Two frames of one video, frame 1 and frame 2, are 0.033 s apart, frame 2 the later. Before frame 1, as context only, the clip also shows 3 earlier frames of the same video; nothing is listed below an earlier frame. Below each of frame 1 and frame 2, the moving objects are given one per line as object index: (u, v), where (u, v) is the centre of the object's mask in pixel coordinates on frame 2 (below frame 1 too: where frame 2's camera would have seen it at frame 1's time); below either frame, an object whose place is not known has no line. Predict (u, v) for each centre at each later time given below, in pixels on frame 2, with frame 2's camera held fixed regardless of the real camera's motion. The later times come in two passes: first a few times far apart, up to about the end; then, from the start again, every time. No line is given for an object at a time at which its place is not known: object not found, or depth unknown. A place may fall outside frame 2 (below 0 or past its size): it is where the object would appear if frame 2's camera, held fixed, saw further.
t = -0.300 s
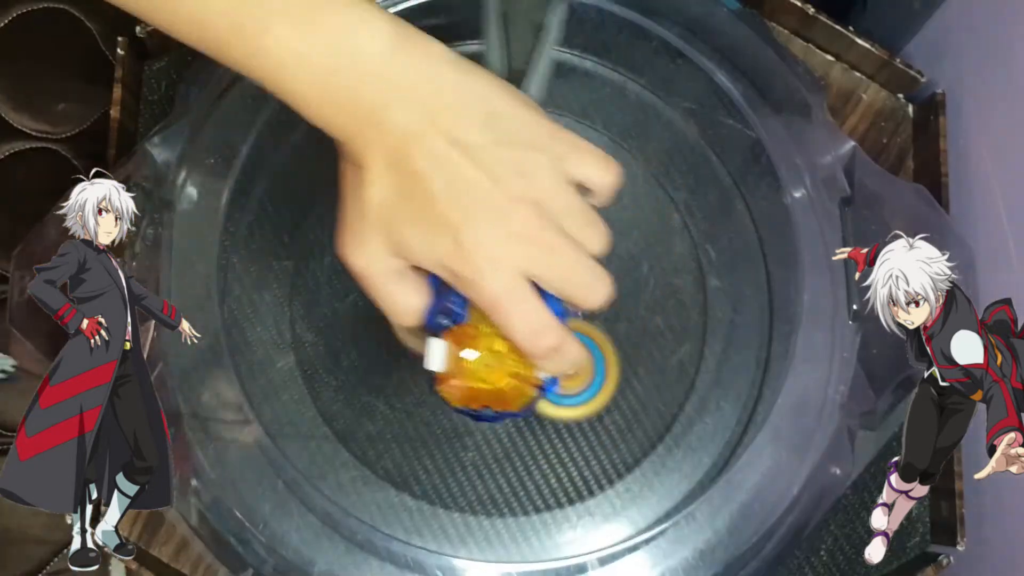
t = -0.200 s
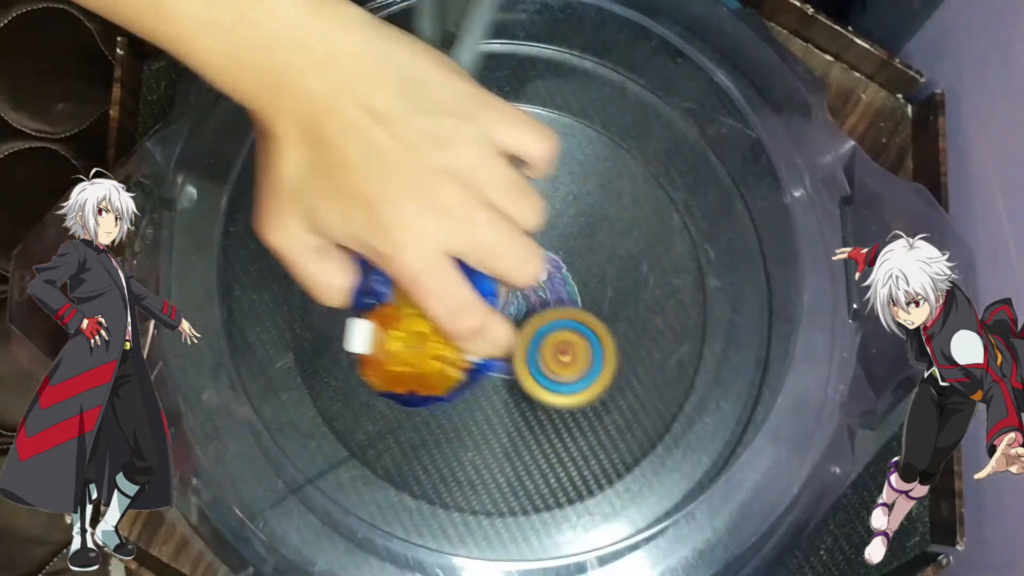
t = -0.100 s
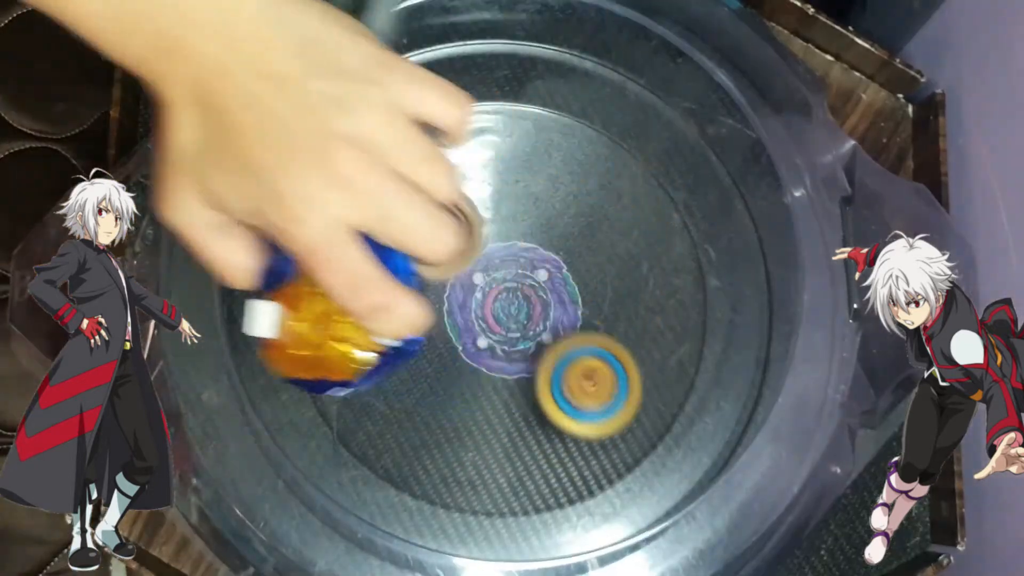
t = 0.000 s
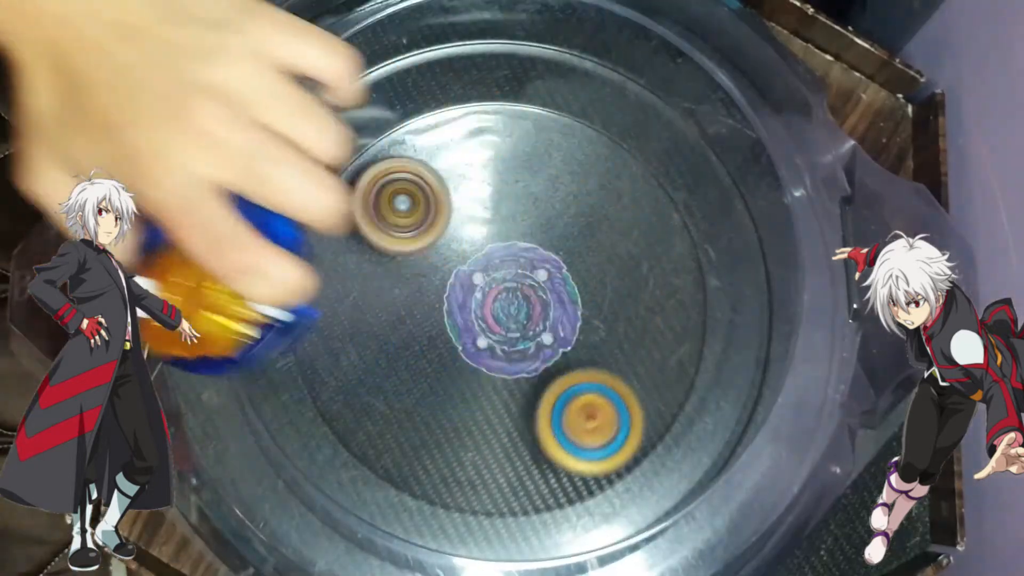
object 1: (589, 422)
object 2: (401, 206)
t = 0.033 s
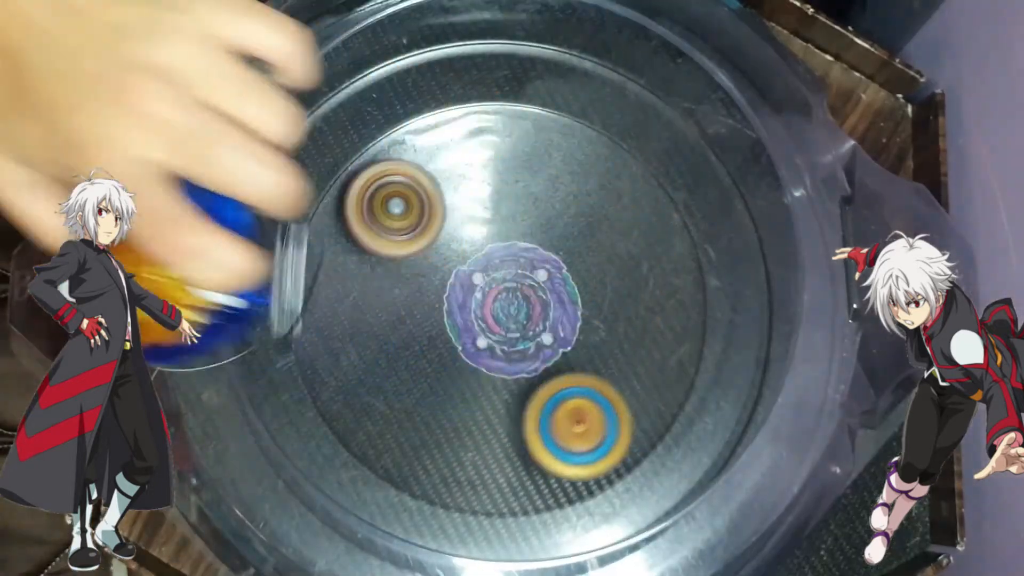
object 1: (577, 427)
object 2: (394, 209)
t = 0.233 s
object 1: (471, 357)
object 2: (387, 269)
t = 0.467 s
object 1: (607, 271)
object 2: (340, 290)
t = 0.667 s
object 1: (645, 361)
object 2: (450, 320)
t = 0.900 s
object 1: (504, 380)
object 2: (545, 261)
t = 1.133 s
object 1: (438, 234)
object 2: (517, 143)
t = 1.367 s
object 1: (548, 228)
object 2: (502, 45)
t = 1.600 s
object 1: (557, 369)
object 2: (523, 56)
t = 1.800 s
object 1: (401, 309)
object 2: (553, 57)
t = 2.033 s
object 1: (474, 123)
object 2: (581, 60)
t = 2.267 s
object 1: (526, 271)
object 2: (674, 51)
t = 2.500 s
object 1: (438, 336)
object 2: (720, 89)
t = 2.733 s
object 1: (435, 240)
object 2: (753, 136)
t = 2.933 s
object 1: (511, 280)
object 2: (772, 187)
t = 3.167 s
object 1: (449, 353)
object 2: (790, 257)
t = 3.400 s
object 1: (438, 272)
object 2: (787, 329)
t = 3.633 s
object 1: (519, 326)
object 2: (763, 400)
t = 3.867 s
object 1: (453, 357)
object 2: (704, 424)
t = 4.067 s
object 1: (474, 288)
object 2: (654, 467)
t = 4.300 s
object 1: (542, 344)
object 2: (588, 503)
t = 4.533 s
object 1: (469, 366)
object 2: (514, 520)
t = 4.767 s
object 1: (511, 284)
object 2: (440, 515)
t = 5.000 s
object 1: (553, 346)
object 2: (364, 506)
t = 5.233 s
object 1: (496, 314)
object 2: (300, 470)
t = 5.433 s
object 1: (543, 285)
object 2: (277, 436)
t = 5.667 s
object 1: (524, 318)
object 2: (253, 378)
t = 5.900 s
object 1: (520, 289)
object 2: (249, 311)
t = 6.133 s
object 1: (524, 291)
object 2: (266, 250)
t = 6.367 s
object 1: (513, 285)
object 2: (293, 195)
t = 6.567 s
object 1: (512, 283)
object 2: (332, 157)
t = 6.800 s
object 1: (502, 280)
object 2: (388, 124)
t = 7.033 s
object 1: (501, 281)
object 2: (426, 177)
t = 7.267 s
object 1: (493, 323)
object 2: (444, 225)
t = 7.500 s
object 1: (454, 358)
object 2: (472, 253)
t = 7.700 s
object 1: (429, 376)
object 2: (512, 253)
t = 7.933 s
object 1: (451, 357)
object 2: (540, 264)
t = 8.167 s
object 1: (477, 359)
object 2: (574, 243)
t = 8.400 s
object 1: (489, 359)
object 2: (557, 250)
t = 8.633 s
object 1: (498, 368)
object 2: (553, 252)
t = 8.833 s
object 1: (488, 354)
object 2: (545, 258)
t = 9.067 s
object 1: (446, 398)
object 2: (550, 191)
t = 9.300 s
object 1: (479, 314)
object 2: (501, 213)
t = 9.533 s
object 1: (519, 335)
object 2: (469, 239)
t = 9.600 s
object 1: (526, 346)
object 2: (462, 248)
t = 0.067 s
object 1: (561, 426)
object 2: (389, 216)
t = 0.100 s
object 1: (542, 422)
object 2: (386, 224)
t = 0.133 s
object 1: (521, 413)
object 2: (384, 235)
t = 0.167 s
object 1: (501, 398)
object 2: (383, 246)
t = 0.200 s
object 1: (484, 380)
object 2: (384, 257)
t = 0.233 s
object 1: (471, 357)
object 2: (387, 269)
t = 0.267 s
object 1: (468, 332)
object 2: (387, 278)
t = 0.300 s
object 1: (490, 312)
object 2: (363, 277)
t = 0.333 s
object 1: (514, 294)
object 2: (345, 278)
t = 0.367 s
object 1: (539, 281)
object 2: (334, 279)
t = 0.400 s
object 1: (564, 272)
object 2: (329, 281)
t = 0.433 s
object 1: (586, 269)
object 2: (332, 285)
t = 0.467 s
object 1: (607, 271)
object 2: (340, 290)
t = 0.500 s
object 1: (624, 279)
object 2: (352, 296)
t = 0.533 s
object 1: (638, 290)
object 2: (369, 302)
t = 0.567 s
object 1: (647, 305)
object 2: (387, 308)
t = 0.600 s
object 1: (651, 323)
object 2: (407, 313)
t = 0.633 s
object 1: (650, 342)
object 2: (427, 318)
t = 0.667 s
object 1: (645, 361)
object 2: (450, 320)
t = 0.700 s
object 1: (634, 378)
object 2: (472, 319)
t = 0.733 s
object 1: (618, 393)
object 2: (492, 314)
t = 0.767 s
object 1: (598, 403)
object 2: (511, 306)
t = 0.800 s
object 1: (575, 407)
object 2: (525, 294)
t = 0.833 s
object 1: (551, 405)
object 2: (535, 284)
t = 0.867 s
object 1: (526, 395)
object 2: (542, 273)
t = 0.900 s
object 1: (504, 380)
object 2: (545, 261)
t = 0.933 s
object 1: (484, 359)
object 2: (544, 250)
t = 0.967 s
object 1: (469, 333)
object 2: (539, 239)
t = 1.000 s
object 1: (459, 304)
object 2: (532, 229)
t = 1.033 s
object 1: (444, 288)
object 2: (533, 202)
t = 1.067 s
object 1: (437, 271)
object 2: (532, 180)
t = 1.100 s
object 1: (435, 253)
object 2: (526, 160)
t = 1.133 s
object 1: (438, 234)
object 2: (517, 143)
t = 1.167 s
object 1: (448, 214)
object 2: (509, 131)
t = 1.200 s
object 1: (457, 208)
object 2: (506, 111)
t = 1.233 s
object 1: (471, 206)
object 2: (503, 92)
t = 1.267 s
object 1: (489, 206)
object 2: (498, 79)
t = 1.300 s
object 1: (510, 209)
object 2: (497, 65)
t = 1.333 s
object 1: (530, 217)
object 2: (499, 54)
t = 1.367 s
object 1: (548, 228)
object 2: (502, 45)
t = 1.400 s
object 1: (567, 243)
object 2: (505, 41)
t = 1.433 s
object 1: (583, 262)
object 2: (506, 45)
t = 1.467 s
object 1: (592, 287)
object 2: (507, 51)
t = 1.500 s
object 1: (594, 311)
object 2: (509, 56)
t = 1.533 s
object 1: (590, 334)
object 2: (512, 59)
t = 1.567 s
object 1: (577, 353)
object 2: (517, 58)
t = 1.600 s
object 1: (557, 369)
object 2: (523, 56)
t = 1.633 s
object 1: (531, 378)
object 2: (530, 53)
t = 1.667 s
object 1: (501, 380)
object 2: (538, 48)
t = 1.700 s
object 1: (470, 373)
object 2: (544, 45)
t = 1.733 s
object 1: (443, 358)
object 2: (547, 49)
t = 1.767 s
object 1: (419, 336)
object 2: (548, 55)
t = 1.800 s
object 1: (401, 309)
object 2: (553, 57)
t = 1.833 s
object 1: (389, 278)
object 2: (559, 58)
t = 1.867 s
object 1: (384, 245)
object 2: (566, 57)
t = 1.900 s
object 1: (388, 213)
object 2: (574, 56)
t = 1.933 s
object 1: (398, 184)
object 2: (579, 55)
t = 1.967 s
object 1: (416, 157)
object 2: (581, 56)
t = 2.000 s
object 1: (443, 136)
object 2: (581, 58)
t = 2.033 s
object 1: (474, 123)
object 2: (581, 60)
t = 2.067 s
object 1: (498, 124)
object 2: (589, 58)
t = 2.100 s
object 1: (505, 149)
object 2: (608, 53)
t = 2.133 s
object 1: (512, 175)
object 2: (629, 49)
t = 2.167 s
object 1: (518, 198)
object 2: (644, 46)
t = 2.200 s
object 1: (523, 222)
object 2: (658, 46)
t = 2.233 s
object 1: (527, 247)
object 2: (668, 46)
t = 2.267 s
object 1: (526, 271)
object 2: (674, 51)
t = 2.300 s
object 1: (522, 293)
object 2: (680, 58)
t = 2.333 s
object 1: (514, 312)
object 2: (686, 63)
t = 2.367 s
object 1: (502, 327)
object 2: (694, 66)
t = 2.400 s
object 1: (486, 337)
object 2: (703, 70)
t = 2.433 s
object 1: (470, 341)
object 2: (709, 76)
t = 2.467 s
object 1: (453, 341)
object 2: (714, 83)
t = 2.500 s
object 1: (438, 336)
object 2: (720, 89)
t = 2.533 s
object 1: (425, 325)
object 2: (728, 94)
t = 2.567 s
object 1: (416, 313)
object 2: (734, 100)
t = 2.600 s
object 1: (411, 298)
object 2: (739, 108)
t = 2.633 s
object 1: (410, 281)
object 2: (745, 115)
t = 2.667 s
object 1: (414, 265)
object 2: (751, 121)
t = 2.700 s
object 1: (422, 251)
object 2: (755, 128)
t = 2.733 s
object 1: (435, 240)
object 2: (753, 136)
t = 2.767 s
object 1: (449, 235)
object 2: (753, 143)
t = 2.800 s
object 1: (465, 235)
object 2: (756, 151)
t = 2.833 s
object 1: (481, 240)
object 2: (760, 159)
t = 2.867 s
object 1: (495, 250)
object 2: (764, 168)
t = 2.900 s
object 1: (505, 264)
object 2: (768, 177)
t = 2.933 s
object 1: (511, 280)
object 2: (772, 187)
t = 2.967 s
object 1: (514, 296)
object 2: (776, 196)
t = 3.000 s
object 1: (511, 314)
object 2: (780, 206)
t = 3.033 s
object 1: (505, 330)
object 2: (783, 217)
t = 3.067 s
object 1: (494, 342)
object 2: (785, 226)
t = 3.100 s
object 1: (480, 350)
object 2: (787, 236)
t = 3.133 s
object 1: (465, 355)
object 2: (789, 247)
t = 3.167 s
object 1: (449, 353)
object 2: (790, 257)
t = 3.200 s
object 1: (433, 346)
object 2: (791, 267)
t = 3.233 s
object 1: (422, 335)
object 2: (792, 278)
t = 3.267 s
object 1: (415, 320)
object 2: (791, 288)
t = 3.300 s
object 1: (414, 305)
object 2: (792, 298)
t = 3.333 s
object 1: (418, 291)
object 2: (791, 308)
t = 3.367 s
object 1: (426, 281)
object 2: (789, 319)
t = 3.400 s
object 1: (438, 272)
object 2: (787, 329)
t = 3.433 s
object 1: (452, 269)
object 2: (785, 340)
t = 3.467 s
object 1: (469, 269)
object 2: (782, 350)
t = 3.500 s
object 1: (484, 275)
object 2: (779, 360)
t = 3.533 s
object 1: (497, 284)
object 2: (776, 370)
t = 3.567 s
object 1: (508, 296)
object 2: (772, 381)
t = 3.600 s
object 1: (515, 310)
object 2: (768, 391)
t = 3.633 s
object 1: (519, 326)
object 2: (763, 400)
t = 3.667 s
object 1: (517, 340)
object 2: (758, 409)
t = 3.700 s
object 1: (512, 354)
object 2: (753, 416)
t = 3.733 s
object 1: (503, 363)
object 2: (743, 418)
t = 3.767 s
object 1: (491, 369)
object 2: (731, 416)
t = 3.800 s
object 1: (478, 369)
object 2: (721, 416)
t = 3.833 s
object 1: (464, 366)
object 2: (711, 418)
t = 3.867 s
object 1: (453, 357)
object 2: (704, 424)
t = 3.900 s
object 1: (444, 346)
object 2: (696, 431)
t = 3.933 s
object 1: (441, 332)
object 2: (688, 439)
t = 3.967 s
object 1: (443, 317)
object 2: (680, 446)
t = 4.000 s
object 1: (450, 304)
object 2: (672, 453)
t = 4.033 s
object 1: (459, 295)
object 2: (663, 460)
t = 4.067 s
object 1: (474, 288)
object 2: (654, 467)
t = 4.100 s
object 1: (489, 287)
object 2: (645, 473)
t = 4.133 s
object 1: (504, 289)
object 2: (635, 479)
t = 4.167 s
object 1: (518, 295)
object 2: (626, 484)
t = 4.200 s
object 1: (528, 304)
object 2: (617, 490)
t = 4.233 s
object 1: (536, 316)
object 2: (607, 495)
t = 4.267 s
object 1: (541, 330)
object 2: (598, 499)
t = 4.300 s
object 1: (542, 344)
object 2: (588, 503)
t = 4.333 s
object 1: (537, 359)
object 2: (577, 506)
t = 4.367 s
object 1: (529, 371)
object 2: (567, 510)
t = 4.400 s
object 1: (517, 380)
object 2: (556, 513)
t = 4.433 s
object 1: (504, 385)
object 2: (546, 515)
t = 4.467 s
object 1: (491, 384)
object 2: (535, 517)
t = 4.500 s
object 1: (478, 378)
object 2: (524, 518)
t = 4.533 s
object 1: (469, 366)
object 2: (514, 520)
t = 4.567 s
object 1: (463, 351)
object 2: (503, 521)
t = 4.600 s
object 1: (461, 335)
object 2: (492, 520)
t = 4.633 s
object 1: (464, 319)
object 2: (482, 520)
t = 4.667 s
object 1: (472, 305)
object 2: (471, 519)
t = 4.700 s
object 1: (483, 294)
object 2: (460, 518)
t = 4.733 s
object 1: (496, 287)
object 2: (450, 517)
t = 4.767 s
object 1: (511, 284)
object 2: (440, 515)
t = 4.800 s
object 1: (524, 284)
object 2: (430, 513)
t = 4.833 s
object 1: (538, 289)
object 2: (415, 518)
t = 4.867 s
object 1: (551, 297)
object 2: (405, 517)
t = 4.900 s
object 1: (559, 308)
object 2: (395, 515)
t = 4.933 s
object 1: (563, 321)
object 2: (384, 513)
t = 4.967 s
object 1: (560, 334)
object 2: (374, 510)
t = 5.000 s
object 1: (553, 346)
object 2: (364, 506)
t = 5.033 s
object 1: (543, 353)
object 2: (354, 501)
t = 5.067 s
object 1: (530, 355)
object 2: (344, 497)
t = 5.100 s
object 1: (518, 352)
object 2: (336, 492)
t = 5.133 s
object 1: (507, 346)
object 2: (326, 487)
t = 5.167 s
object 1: (501, 337)
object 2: (317, 482)
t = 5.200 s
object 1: (496, 326)
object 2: (309, 476)
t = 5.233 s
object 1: (496, 314)
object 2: (300, 470)
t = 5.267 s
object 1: (498, 302)
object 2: (293, 463)
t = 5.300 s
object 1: (504, 294)
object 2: (289, 458)
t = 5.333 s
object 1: (512, 286)
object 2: (286, 453)
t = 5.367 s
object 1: (522, 282)
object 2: (283, 449)
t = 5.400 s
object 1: (533, 281)
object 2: (280, 443)
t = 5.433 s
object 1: (543, 285)
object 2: (277, 436)
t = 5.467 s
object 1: (550, 292)
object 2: (273, 429)
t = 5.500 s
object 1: (553, 301)
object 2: (269, 421)
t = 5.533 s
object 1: (550, 310)
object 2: (265, 412)
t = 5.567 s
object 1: (543, 316)
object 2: (261, 404)
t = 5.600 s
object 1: (536, 319)
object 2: (258, 395)
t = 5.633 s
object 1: (529, 319)
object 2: (256, 387)
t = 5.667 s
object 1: (524, 318)
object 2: (253, 378)
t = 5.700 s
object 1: (519, 315)
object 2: (252, 368)
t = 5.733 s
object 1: (515, 309)
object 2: (250, 359)
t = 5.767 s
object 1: (514, 301)
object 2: (250, 350)
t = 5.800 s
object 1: (514, 295)
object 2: (249, 340)
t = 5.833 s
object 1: (515, 291)
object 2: (248, 331)
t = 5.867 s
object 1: (517, 290)
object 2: (249, 321)
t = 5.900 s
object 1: (520, 289)
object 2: (249, 311)
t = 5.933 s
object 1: (523, 289)
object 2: (250, 302)
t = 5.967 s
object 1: (525, 290)
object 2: (259, 292)
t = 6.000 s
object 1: (526, 291)
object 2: (260, 284)
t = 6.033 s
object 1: (527, 291)
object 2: (261, 275)
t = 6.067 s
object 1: (527, 292)
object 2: (262, 266)
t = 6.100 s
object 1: (526, 292)
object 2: (264, 258)
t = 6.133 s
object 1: (524, 291)
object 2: (266, 250)
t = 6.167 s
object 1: (522, 289)
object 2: (268, 241)
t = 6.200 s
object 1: (520, 288)
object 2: (271, 234)
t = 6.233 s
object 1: (518, 286)
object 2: (274, 225)
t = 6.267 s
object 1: (516, 285)
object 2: (278, 218)
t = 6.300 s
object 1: (515, 285)
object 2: (283, 210)
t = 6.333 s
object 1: (513, 285)
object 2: (288, 202)
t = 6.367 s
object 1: (513, 285)
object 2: (293, 195)
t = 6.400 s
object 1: (513, 285)
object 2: (299, 188)
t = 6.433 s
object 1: (513, 285)
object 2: (305, 181)
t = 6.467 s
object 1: (513, 285)
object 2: (312, 175)
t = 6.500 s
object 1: (513, 284)
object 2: (318, 169)
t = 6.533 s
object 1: (513, 284)
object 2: (325, 163)
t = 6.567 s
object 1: (512, 283)
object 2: (332, 157)
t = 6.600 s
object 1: (511, 282)
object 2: (340, 152)
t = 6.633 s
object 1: (510, 281)
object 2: (347, 146)
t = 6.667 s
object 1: (508, 281)
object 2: (355, 141)
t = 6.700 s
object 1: (506, 280)
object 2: (363, 137)
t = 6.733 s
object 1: (505, 279)
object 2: (371, 132)
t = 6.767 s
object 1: (503, 279)
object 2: (380, 127)
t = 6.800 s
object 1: (502, 280)
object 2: (388, 124)
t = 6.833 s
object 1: (501, 280)
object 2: (396, 121)
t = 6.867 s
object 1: (501, 280)
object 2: (403, 123)
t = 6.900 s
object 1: (501, 281)
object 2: (408, 129)
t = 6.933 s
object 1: (501, 281)
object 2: (412, 140)
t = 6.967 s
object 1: (501, 282)
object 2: (416, 151)
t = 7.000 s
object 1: (501, 282)
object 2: (420, 164)
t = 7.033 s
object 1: (501, 281)
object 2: (426, 177)
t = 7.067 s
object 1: (500, 281)
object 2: (432, 190)
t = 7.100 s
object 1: (503, 286)
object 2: (434, 197)
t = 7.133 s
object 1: (508, 294)
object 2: (433, 198)
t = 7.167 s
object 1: (509, 304)
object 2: (434, 203)
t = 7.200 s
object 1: (507, 312)
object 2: (437, 210)
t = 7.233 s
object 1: (501, 318)
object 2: (440, 217)
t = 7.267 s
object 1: (493, 323)
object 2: (444, 225)
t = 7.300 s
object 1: (486, 332)
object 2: (447, 229)
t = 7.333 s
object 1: (482, 343)
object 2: (448, 229)
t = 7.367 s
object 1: (477, 348)
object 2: (452, 235)
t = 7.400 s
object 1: (471, 348)
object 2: (457, 243)
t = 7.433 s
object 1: (464, 352)
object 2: (462, 245)
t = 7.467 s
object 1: (458, 357)
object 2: (467, 247)
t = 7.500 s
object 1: (454, 358)
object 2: (472, 253)
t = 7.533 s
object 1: (449, 355)
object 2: (478, 258)
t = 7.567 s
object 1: (443, 364)
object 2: (486, 252)
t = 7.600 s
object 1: (438, 372)
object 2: (496, 247)
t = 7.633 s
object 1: (434, 375)
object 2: (503, 248)
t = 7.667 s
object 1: (430, 376)
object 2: (507, 250)
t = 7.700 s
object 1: (429, 376)
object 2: (512, 253)
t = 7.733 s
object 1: (428, 375)
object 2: (516, 256)
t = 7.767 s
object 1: (429, 373)
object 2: (520, 257)
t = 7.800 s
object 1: (431, 371)
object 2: (524, 259)
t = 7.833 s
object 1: (435, 368)
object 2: (528, 260)
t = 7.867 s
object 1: (440, 365)
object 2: (532, 262)
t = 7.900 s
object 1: (445, 361)
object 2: (536, 263)
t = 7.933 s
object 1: (451, 357)
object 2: (540, 264)
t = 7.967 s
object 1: (458, 353)
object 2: (543, 265)
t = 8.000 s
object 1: (465, 349)
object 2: (547, 266)
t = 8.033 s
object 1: (472, 344)
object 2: (550, 267)
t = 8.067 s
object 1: (478, 340)
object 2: (553, 267)
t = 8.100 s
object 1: (480, 345)
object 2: (561, 260)
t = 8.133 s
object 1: (478, 352)
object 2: (570, 249)
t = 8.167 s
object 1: (477, 359)
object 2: (574, 243)
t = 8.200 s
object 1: (477, 364)
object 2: (575, 241)
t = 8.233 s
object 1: (477, 366)
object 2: (574, 240)
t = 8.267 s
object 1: (478, 367)
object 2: (572, 240)
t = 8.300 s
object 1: (480, 367)
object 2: (569, 241)
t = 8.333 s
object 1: (483, 366)
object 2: (565, 243)
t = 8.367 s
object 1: (486, 363)
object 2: (561, 247)
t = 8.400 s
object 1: (489, 359)
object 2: (557, 250)
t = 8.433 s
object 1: (491, 355)
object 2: (554, 254)
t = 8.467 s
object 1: (495, 352)
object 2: (550, 258)
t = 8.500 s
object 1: (497, 354)
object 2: (550, 258)
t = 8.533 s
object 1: (495, 364)
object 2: (556, 249)
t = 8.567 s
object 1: (496, 369)
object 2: (558, 246)
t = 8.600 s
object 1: (497, 370)
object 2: (557, 247)
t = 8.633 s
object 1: (498, 368)
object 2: (553, 252)
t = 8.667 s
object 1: (499, 362)
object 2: (549, 258)
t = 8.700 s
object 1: (499, 357)
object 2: (544, 263)
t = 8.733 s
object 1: (493, 360)
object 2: (548, 255)
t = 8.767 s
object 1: (489, 360)
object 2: (549, 251)
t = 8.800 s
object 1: (488, 358)
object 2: (549, 253)
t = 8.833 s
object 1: (488, 354)
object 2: (545, 258)
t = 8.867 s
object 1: (487, 361)
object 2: (546, 257)
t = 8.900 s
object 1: (477, 382)
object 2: (555, 235)
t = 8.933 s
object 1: (468, 399)
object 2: (562, 214)
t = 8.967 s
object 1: (459, 409)
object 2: (563, 199)
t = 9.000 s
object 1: (455, 410)
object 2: (562, 194)
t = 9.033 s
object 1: (449, 406)
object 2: (557, 191)
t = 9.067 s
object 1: (446, 398)
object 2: (550, 191)
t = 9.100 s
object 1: (444, 388)
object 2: (543, 191)
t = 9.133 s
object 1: (445, 375)
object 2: (536, 192)
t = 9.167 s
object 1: (449, 358)
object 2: (527, 195)
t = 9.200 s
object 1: (453, 349)
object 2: (522, 198)
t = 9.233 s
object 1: (463, 331)
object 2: (512, 204)
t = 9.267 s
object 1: (472, 320)
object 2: (505, 210)
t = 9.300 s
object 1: (479, 314)
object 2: (501, 213)
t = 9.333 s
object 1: (488, 317)
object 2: (497, 208)
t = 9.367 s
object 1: (495, 321)
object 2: (494, 206)
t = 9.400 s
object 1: (502, 324)
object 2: (488, 211)
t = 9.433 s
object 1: (506, 325)
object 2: (482, 219)
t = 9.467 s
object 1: (509, 326)
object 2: (479, 227)
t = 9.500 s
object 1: (514, 330)
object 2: (473, 231)
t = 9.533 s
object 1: (519, 335)
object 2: (469, 239)
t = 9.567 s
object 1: (521, 338)
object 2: (466, 248)
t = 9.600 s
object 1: (526, 346)
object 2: (462, 248)
